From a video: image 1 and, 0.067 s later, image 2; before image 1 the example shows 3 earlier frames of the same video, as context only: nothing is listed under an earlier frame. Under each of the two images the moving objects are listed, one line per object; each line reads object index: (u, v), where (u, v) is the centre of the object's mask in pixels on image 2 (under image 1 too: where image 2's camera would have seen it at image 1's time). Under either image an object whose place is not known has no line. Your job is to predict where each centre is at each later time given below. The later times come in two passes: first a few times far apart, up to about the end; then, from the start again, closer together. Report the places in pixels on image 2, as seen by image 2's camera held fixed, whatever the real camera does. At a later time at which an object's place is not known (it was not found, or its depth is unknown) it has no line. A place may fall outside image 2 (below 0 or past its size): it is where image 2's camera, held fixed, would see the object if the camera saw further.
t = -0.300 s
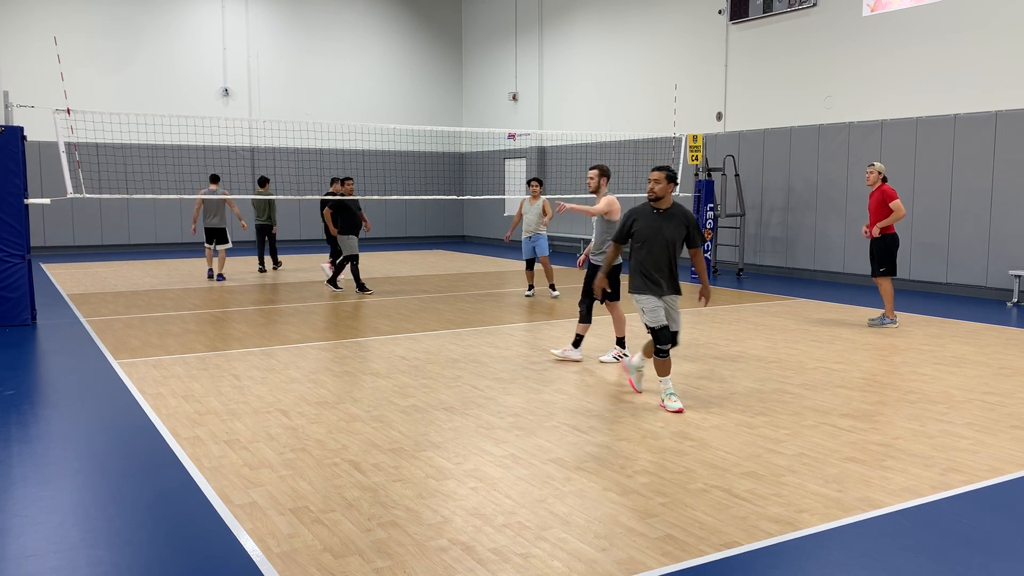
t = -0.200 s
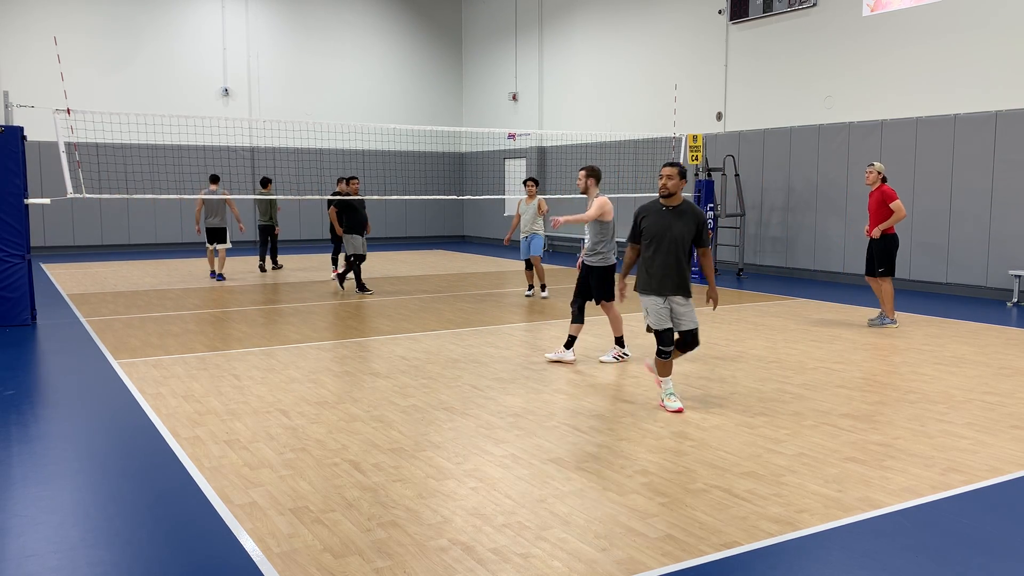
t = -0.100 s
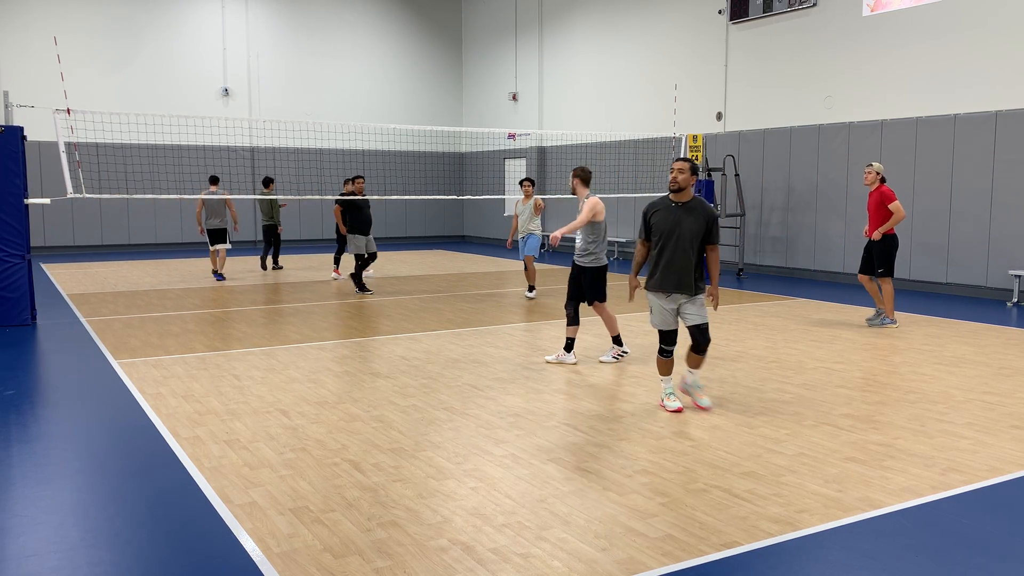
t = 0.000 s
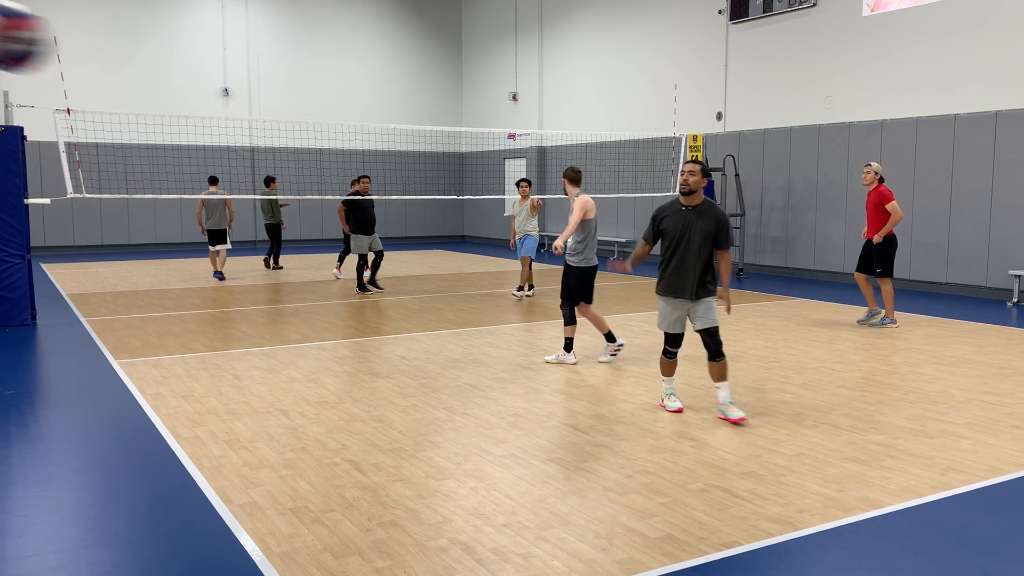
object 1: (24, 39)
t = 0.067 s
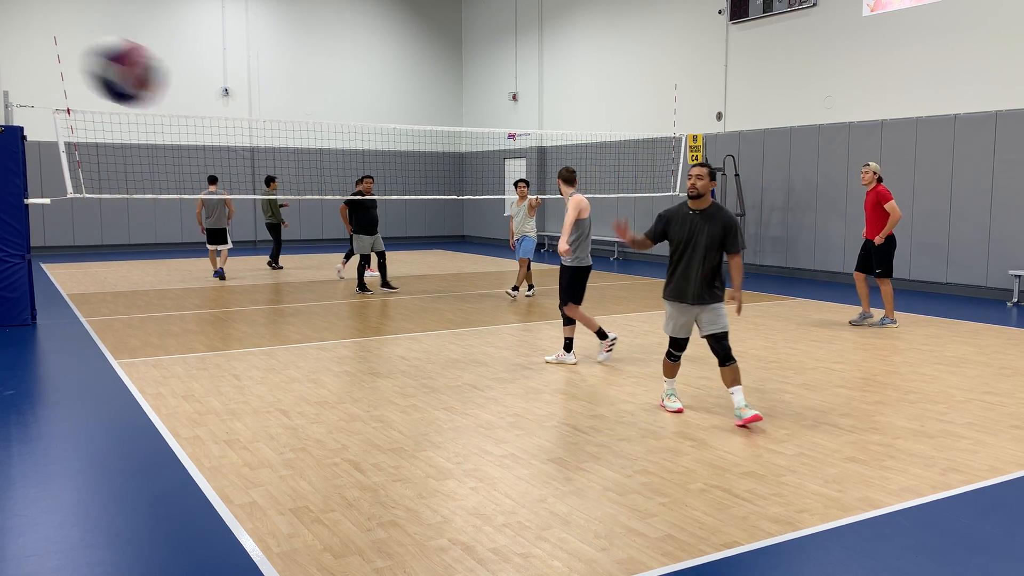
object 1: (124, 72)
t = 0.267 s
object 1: (395, 222)
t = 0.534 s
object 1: (627, 472)
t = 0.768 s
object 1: (699, 324)
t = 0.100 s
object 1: (178, 93)
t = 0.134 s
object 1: (227, 115)
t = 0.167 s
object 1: (274, 141)
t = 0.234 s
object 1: (359, 196)
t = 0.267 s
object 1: (395, 222)
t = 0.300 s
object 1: (431, 251)
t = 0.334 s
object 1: (463, 280)
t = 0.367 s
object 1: (494, 311)
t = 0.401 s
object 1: (523, 342)
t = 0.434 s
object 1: (553, 373)
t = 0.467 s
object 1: (579, 405)
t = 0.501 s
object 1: (604, 438)
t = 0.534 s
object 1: (627, 472)
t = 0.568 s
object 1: (644, 479)
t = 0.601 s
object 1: (653, 447)
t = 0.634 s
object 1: (663, 416)
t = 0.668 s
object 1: (672, 390)
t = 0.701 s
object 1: (681, 366)
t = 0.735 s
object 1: (689, 343)
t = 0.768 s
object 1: (699, 324)
